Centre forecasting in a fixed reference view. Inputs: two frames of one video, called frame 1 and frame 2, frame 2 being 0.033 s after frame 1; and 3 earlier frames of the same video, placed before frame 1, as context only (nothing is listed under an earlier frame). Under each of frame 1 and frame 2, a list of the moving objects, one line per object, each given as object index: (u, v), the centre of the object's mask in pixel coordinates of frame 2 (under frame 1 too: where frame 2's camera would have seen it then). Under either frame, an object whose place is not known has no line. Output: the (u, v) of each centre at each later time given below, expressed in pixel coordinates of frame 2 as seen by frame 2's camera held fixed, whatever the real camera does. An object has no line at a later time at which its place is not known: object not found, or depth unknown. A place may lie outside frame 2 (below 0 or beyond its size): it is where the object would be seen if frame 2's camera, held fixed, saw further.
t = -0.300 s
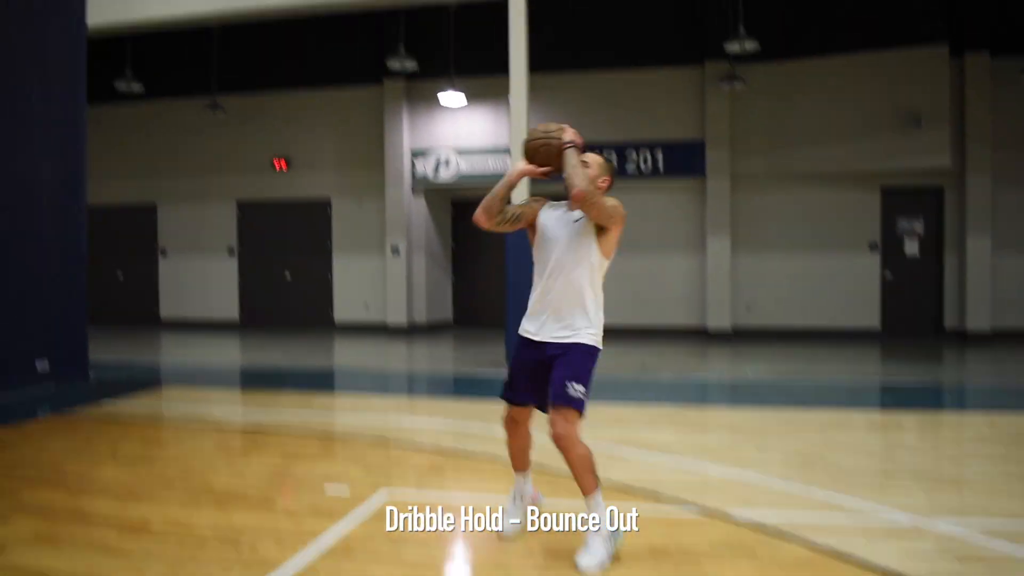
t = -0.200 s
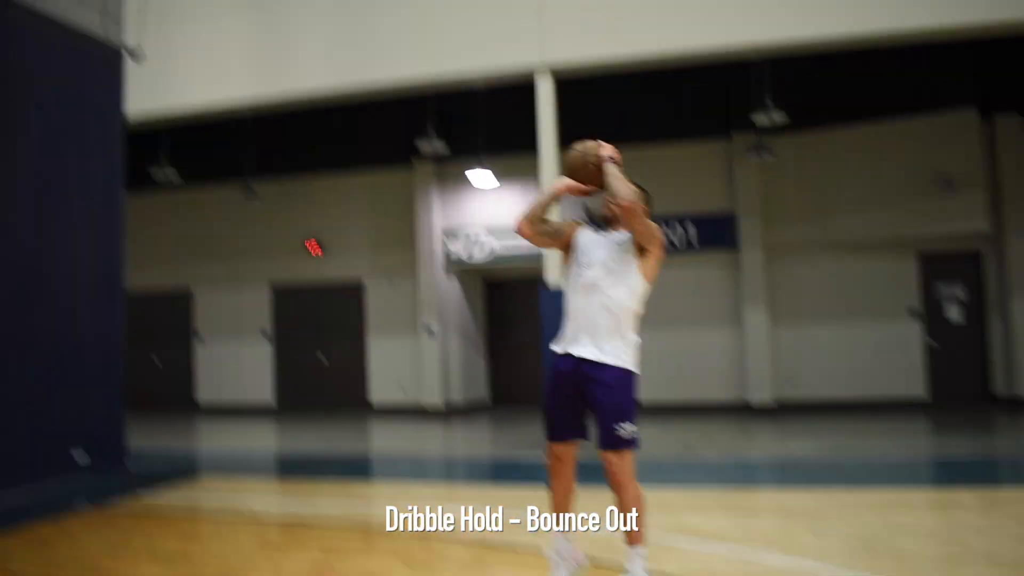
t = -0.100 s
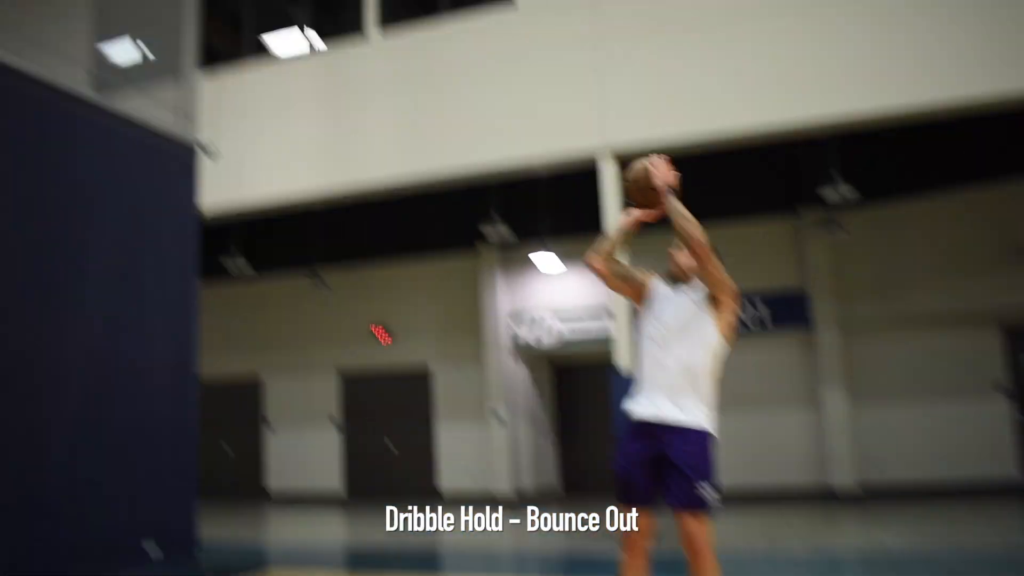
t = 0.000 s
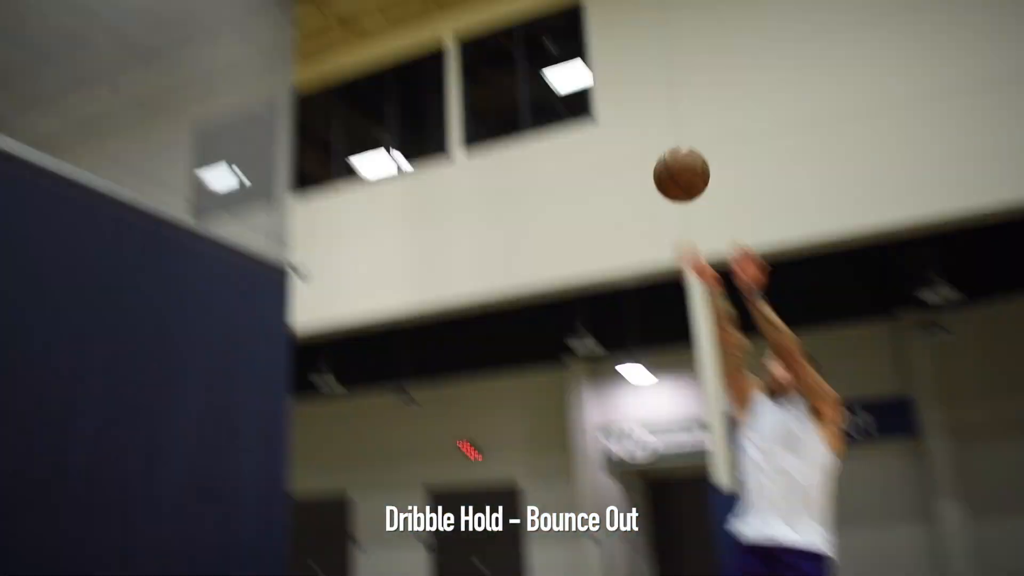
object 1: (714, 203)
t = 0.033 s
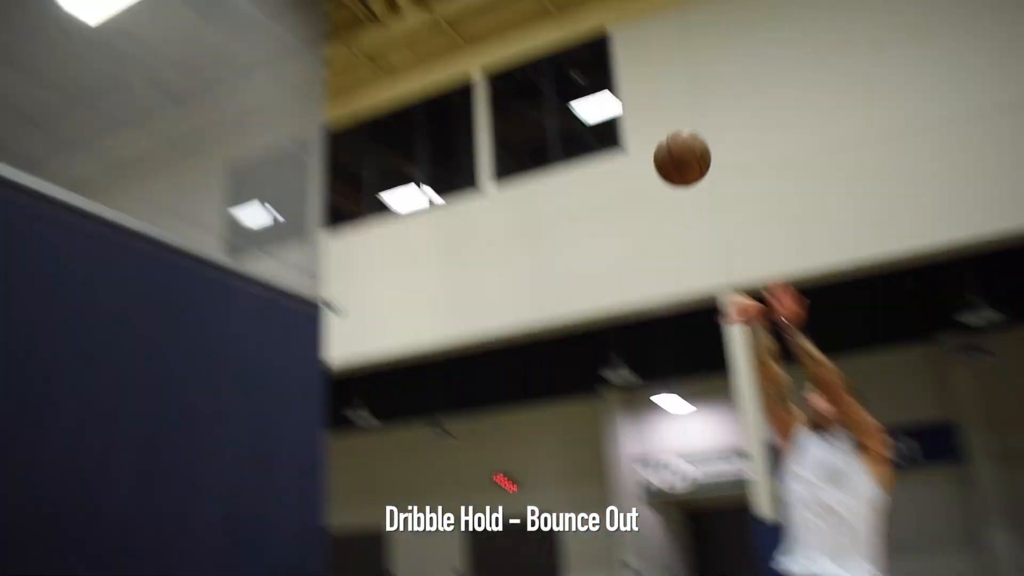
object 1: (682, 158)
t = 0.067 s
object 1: (652, 118)
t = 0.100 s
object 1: (620, 79)
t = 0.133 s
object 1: (587, 41)
